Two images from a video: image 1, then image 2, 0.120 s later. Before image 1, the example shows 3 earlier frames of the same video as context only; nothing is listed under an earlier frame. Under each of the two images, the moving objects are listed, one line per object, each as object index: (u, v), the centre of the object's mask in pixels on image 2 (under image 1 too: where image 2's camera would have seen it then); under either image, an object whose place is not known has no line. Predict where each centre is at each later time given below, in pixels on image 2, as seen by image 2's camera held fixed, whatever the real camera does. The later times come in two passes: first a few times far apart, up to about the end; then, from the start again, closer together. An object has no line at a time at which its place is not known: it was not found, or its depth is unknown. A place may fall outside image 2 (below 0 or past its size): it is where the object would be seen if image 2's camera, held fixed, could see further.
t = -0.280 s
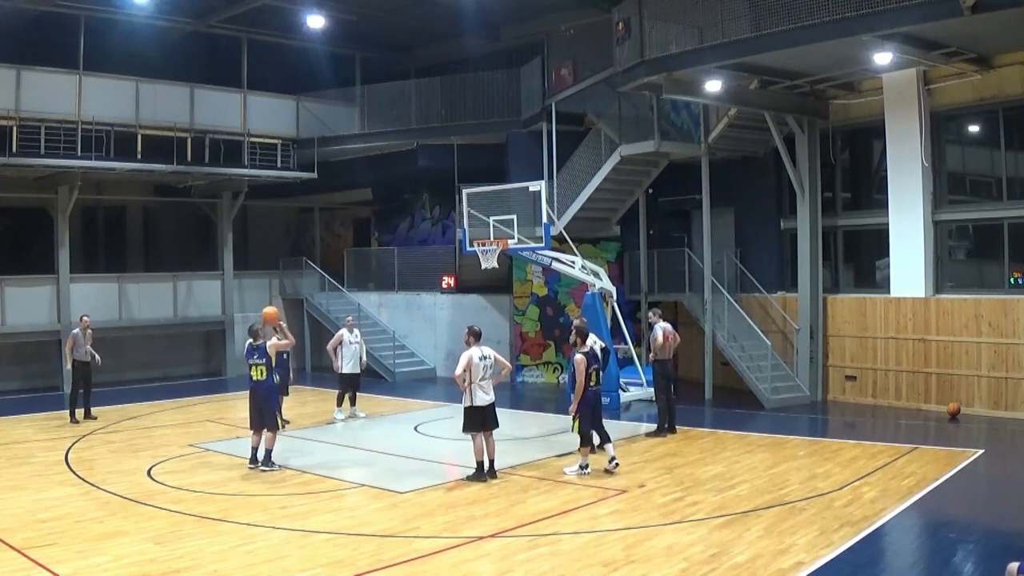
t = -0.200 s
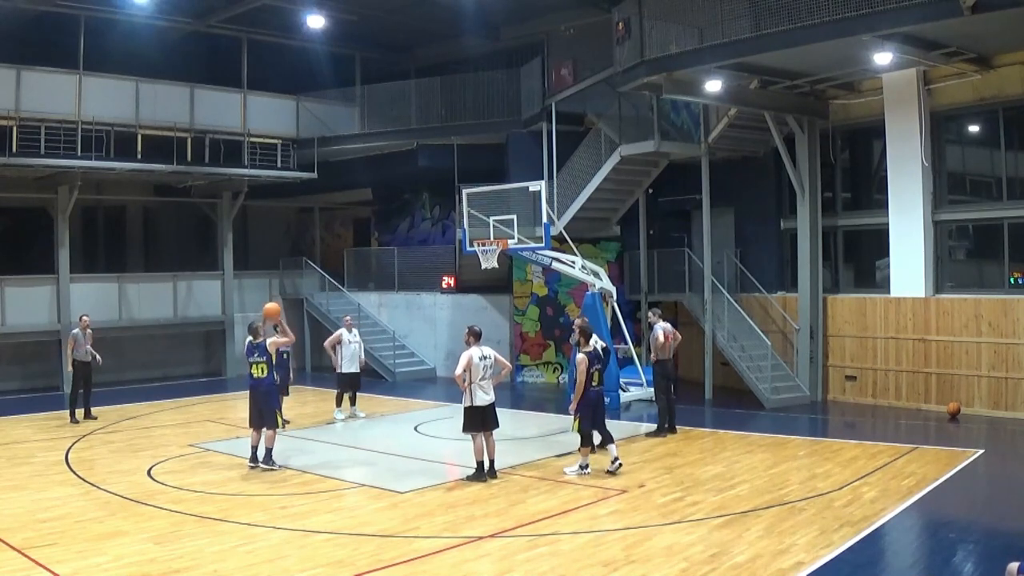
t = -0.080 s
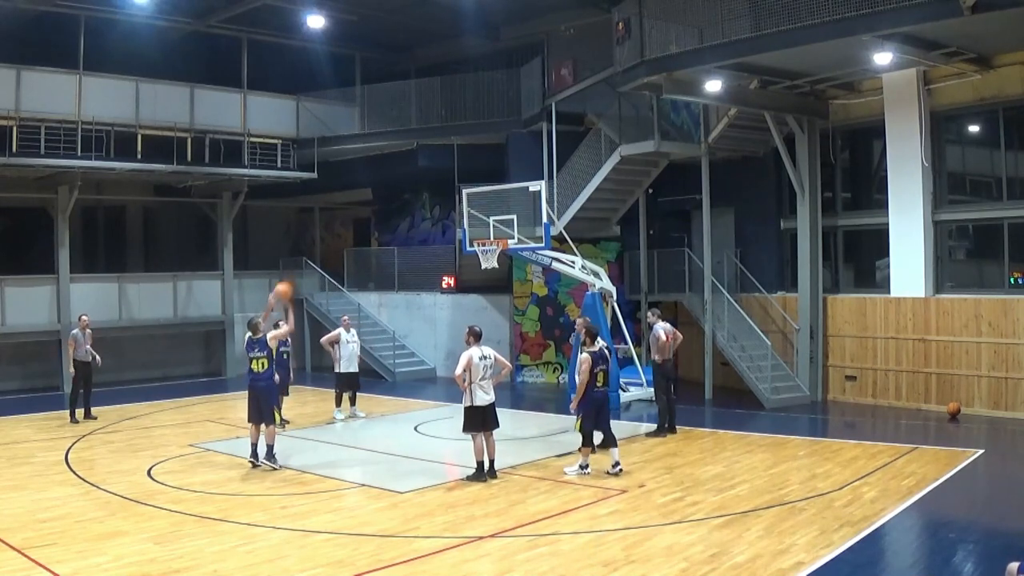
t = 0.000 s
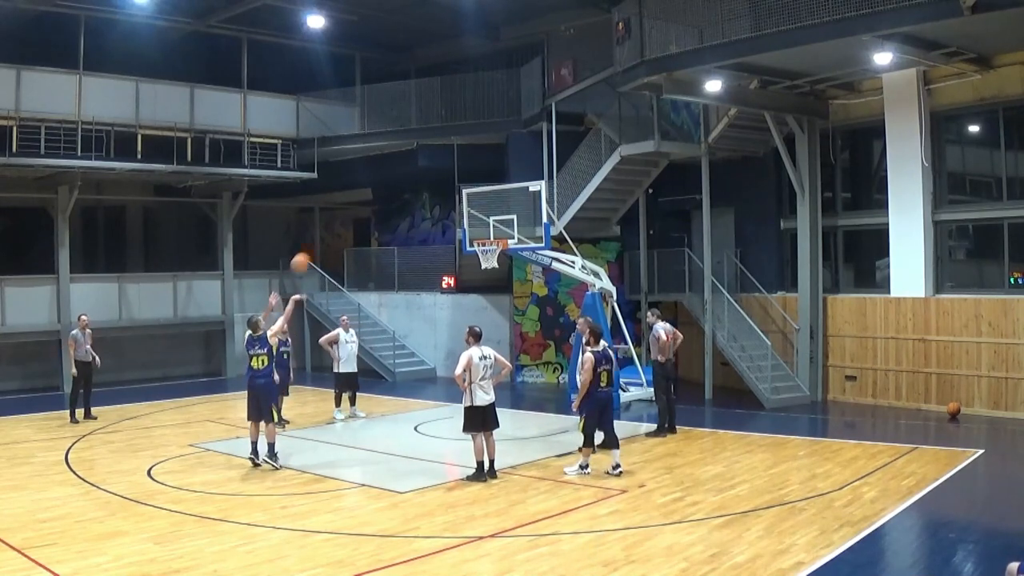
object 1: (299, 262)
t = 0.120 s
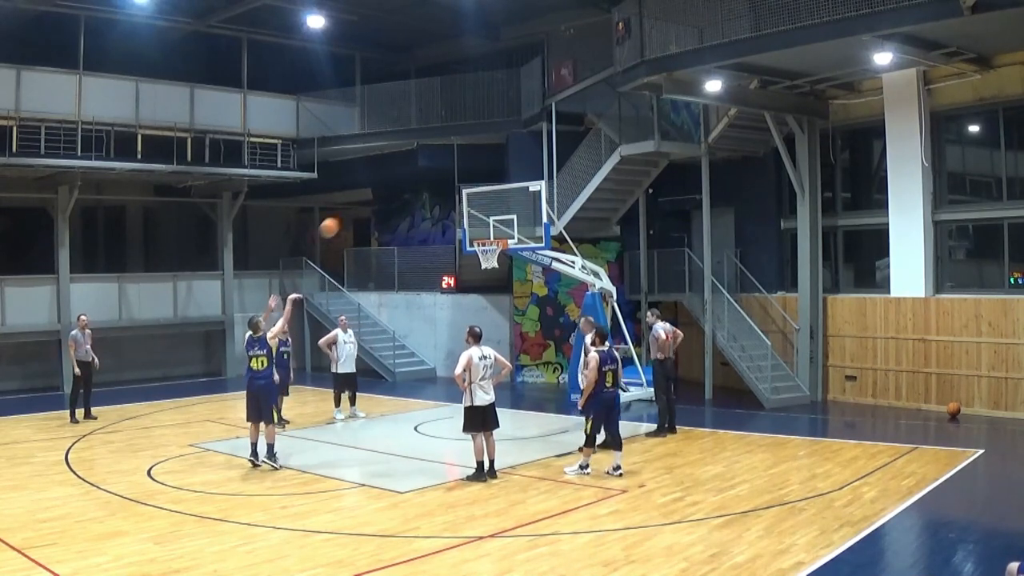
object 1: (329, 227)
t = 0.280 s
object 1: (365, 198)
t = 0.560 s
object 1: (422, 189)
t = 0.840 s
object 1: (476, 229)
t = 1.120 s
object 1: (495, 255)
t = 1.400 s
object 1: (487, 270)
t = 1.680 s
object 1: (475, 315)
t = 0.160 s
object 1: (338, 218)
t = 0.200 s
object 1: (347, 210)
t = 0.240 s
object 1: (356, 204)
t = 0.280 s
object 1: (365, 198)
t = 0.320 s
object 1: (373, 193)
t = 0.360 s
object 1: (382, 190)
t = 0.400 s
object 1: (390, 188)
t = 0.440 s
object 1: (399, 187)
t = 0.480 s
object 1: (407, 186)
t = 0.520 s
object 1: (414, 187)
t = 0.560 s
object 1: (422, 189)
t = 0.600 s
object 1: (430, 192)
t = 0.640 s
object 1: (438, 195)
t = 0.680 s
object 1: (446, 200)
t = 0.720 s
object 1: (452, 205)
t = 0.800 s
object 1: (468, 220)
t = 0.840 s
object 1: (476, 229)
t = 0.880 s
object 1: (481, 234)
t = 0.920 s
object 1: (488, 245)
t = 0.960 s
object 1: (493, 254)
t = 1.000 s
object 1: (495, 254)
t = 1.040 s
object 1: (495, 253)
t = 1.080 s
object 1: (495, 253)
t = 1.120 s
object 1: (495, 255)
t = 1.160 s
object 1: (496, 256)
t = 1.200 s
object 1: (495, 258)
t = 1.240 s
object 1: (494, 259)
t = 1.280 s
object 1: (492, 260)
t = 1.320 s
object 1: (491, 265)
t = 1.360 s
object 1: (489, 268)
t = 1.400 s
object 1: (487, 270)
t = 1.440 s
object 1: (485, 272)
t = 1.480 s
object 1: (484, 277)
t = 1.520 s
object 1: (482, 283)
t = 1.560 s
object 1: (481, 288)
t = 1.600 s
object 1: (479, 297)
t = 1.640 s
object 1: (477, 306)
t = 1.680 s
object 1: (475, 315)
